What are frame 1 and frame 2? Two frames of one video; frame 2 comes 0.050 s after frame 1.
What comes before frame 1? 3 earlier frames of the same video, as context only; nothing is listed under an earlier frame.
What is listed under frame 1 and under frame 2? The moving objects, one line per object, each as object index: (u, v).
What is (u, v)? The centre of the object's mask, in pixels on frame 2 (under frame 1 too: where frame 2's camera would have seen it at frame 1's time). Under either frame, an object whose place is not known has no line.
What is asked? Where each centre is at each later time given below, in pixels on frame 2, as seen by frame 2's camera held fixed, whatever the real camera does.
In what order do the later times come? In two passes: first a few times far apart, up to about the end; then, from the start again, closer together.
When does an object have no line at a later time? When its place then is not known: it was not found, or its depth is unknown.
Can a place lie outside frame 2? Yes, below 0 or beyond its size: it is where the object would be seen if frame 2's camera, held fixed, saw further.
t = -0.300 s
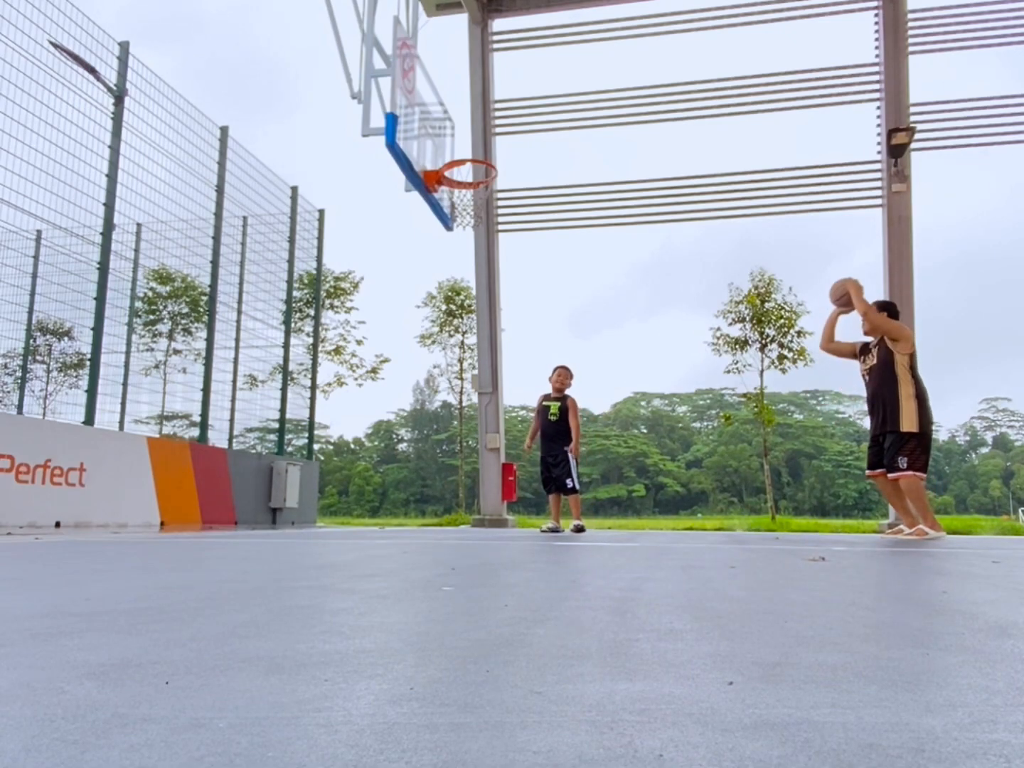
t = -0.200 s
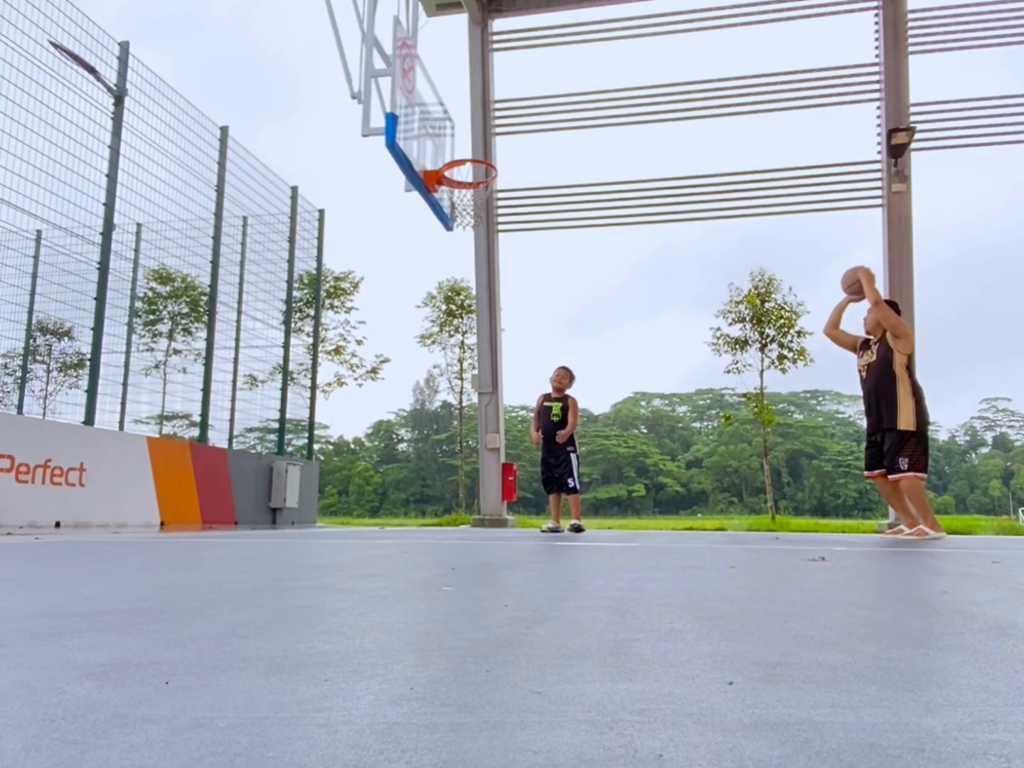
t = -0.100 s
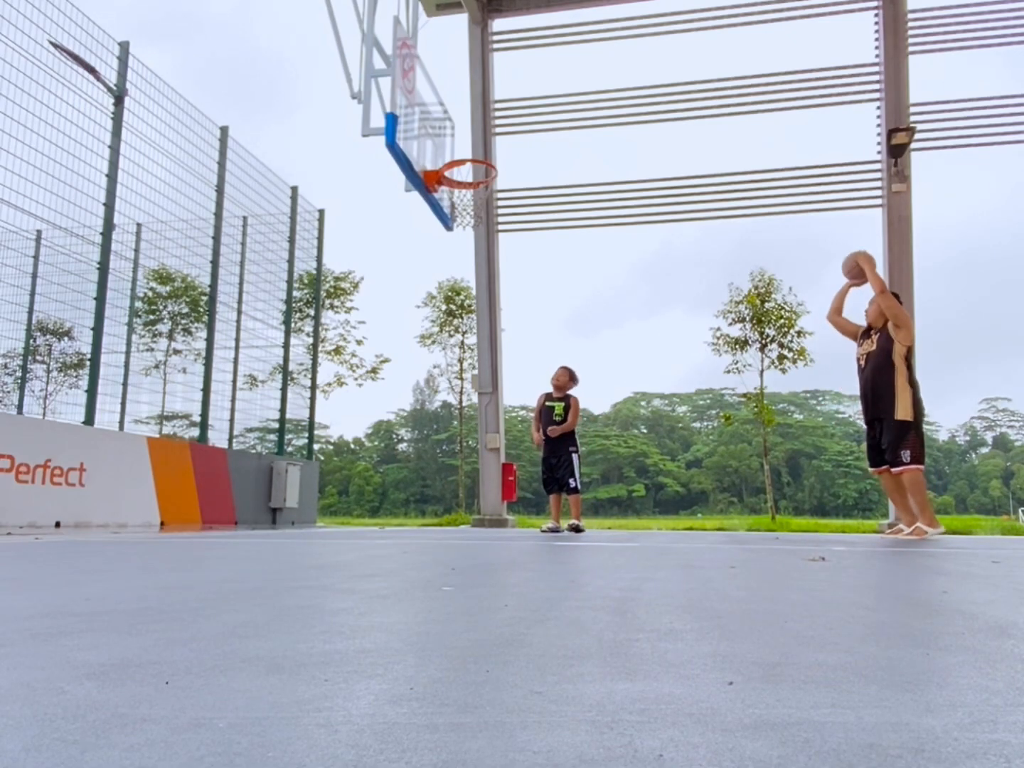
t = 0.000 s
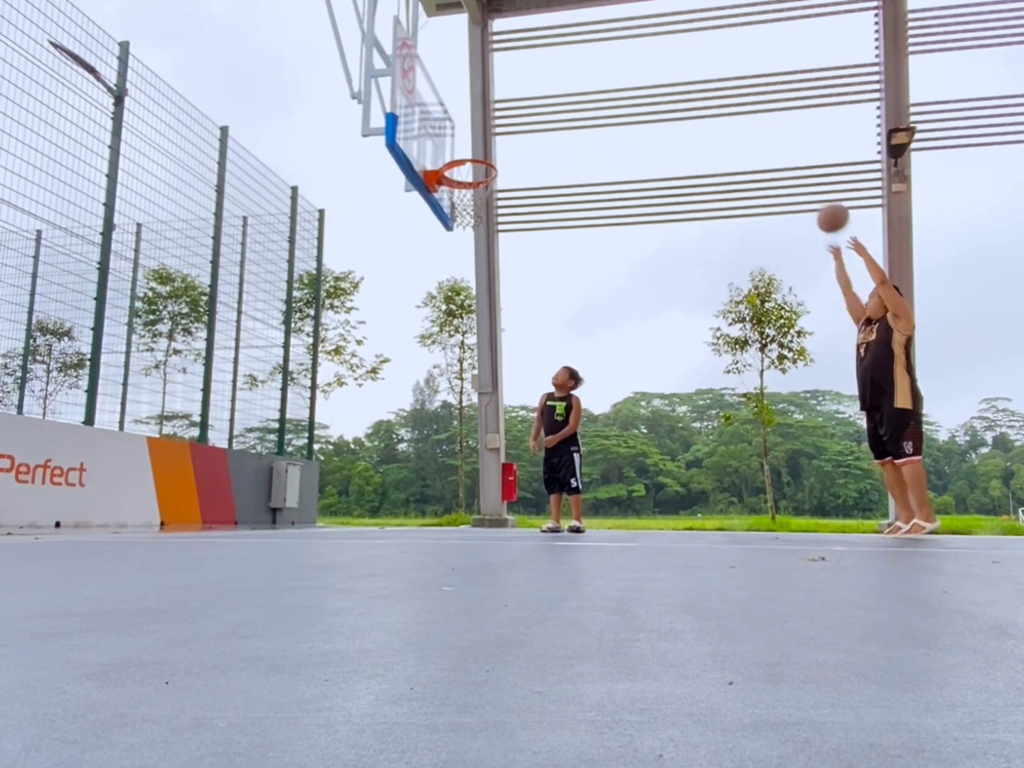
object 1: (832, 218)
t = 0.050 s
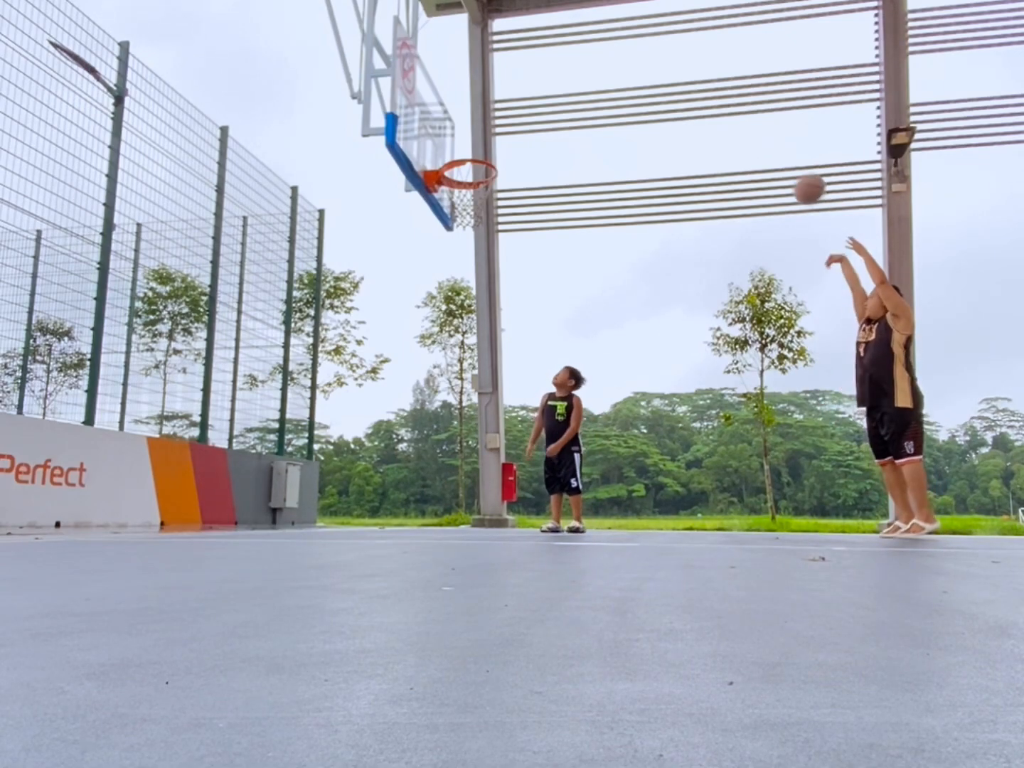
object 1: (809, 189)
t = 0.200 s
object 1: (744, 123)
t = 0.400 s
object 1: (664, 80)
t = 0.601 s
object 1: (590, 83)
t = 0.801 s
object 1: (518, 129)
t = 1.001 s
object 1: (460, 148)
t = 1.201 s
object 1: (460, 161)
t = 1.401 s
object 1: (488, 196)
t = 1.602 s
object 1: (476, 210)
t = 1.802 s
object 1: (450, 251)
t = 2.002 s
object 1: (423, 335)
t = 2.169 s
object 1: (399, 440)
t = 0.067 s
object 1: (801, 180)
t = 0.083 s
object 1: (794, 171)
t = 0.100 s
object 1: (787, 163)
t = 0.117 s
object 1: (779, 156)
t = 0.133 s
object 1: (772, 148)
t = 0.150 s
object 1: (765, 141)
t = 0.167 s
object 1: (758, 135)
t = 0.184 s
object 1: (751, 129)
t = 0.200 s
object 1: (744, 123)
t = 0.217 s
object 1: (737, 117)
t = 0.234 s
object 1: (730, 112)
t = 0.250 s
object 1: (723, 108)
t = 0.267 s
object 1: (716, 103)
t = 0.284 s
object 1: (709, 100)
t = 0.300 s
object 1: (702, 95)
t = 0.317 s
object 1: (696, 92)
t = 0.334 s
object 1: (690, 89)
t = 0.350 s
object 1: (683, 87)
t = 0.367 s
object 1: (676, 84)
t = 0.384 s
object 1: (670, 82)
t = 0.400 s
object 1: (664, 80)
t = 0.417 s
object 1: (657, 79)
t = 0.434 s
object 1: (651, 78)
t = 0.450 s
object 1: (645, 77)
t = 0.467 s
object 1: (638, 77)
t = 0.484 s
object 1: (632, 76)
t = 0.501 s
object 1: (626, 76)
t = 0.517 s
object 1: (620, 77)
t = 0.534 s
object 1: (614, 78)
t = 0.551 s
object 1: (608, 79)
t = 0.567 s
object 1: (601, 80)
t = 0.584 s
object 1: (596, 82)
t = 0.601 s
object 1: (590, 83)
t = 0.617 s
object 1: (584, 86)
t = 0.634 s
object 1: (577, 88)
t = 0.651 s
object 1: (571, 91)
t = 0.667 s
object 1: (566, 94)
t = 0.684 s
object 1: (560, 97)
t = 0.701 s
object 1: (554, 101)
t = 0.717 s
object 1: (548, 105)
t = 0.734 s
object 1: (542, 109)
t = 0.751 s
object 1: (536, 113)
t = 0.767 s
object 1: (530, 118)
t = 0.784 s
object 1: (524, 123)
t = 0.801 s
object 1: (518, 129)
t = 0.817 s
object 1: (513, 135)
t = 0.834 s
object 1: (506, 140)
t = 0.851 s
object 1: (501, 147)
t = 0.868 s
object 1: (495, 153)
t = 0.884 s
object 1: (491, 155)
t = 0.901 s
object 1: (487, 152)
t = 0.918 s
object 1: (482, 151)
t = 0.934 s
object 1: (477, 150)
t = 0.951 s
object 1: (473, 149)
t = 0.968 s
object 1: (468, 148)
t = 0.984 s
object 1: (464, 148)
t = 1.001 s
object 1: (460, 148)
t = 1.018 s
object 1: (455, 149)
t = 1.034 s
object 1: (451, 150)
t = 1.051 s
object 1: (447, 151)
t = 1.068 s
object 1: (443, 152)
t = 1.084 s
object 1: (439, 154)
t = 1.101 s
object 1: (441, 154)
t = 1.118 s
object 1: (444, 153)
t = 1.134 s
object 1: (447, 153)
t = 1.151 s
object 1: (451, 155)
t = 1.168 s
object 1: (455, 156)
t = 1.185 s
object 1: (457, 160)
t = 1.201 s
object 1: (460, 161)
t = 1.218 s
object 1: (465, 166)
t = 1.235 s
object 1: (468, 167)
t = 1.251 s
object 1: (467, 173)
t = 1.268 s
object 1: (471, 173)
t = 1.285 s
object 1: (475, 175)
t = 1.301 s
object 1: (481, 178)
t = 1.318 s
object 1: (485, 182)
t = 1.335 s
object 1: (487, 185)
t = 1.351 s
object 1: (488, 188)
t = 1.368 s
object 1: (489, 191)
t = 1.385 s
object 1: (489, 193)
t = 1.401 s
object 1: (488, 196)
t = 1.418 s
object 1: (489, 196)
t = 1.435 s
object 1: (489, 196)
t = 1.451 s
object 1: (488, 197)
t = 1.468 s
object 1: (487, 199)
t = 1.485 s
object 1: (487, 199)
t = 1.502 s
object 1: (486, 201)
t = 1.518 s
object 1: (485, 202)
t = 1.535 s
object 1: (484, 202)
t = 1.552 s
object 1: (482, 204)
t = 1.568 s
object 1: (480, 206)
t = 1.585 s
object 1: (478, 208)
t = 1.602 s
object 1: (476, 210)
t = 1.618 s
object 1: (473, 213)
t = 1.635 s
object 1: (471, 215)
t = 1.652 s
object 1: (468, 217)
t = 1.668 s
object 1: (467, 220)
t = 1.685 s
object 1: (464, 223)
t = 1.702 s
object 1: (462, 226)
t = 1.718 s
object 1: (460, 229)
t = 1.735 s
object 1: (458, 233)
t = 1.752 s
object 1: (456, 237)
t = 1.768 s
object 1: (454, 242)
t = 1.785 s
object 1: (452, 246)
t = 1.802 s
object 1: (450, 251)
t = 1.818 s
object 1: (448, 256)
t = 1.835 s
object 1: (446, 262)
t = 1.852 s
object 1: (444, 268)
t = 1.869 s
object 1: (442, 274)
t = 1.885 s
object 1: (440, 280)
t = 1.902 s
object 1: (437, 287)
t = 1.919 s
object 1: (435, 294)
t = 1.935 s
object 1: (433, 302)
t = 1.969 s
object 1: (428, 318)
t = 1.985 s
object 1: (426, 326)
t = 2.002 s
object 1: (423, 335)
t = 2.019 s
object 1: (421, 343)
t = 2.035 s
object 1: (419, 353)
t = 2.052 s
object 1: (417, 362)
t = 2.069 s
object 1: (415, 373)
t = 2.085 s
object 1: (412, 383)
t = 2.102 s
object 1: (410, 394)
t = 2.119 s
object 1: (407, 406)
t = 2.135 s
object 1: (404, 417)
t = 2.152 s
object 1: (402, 429)
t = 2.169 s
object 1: (399, 440)
